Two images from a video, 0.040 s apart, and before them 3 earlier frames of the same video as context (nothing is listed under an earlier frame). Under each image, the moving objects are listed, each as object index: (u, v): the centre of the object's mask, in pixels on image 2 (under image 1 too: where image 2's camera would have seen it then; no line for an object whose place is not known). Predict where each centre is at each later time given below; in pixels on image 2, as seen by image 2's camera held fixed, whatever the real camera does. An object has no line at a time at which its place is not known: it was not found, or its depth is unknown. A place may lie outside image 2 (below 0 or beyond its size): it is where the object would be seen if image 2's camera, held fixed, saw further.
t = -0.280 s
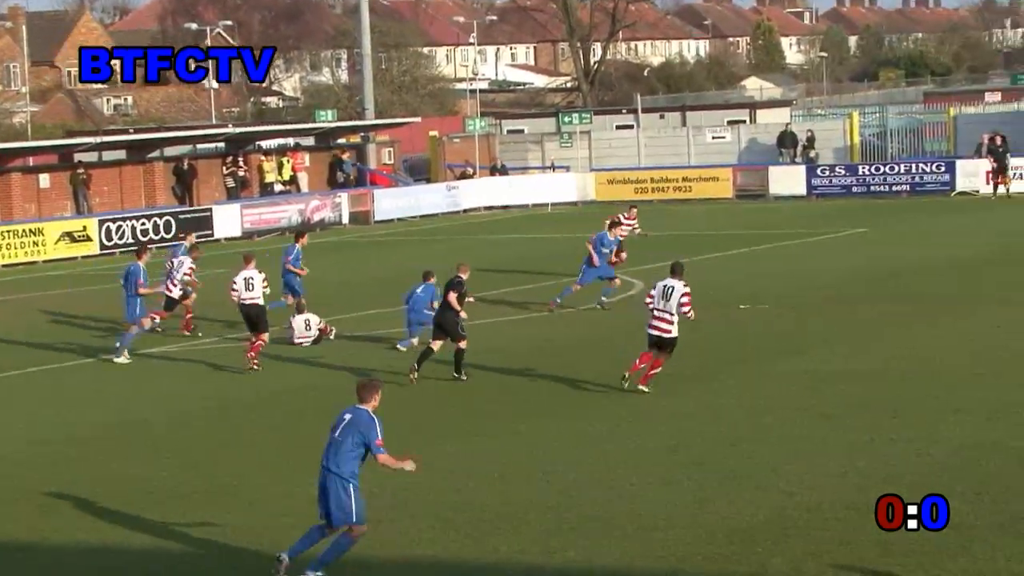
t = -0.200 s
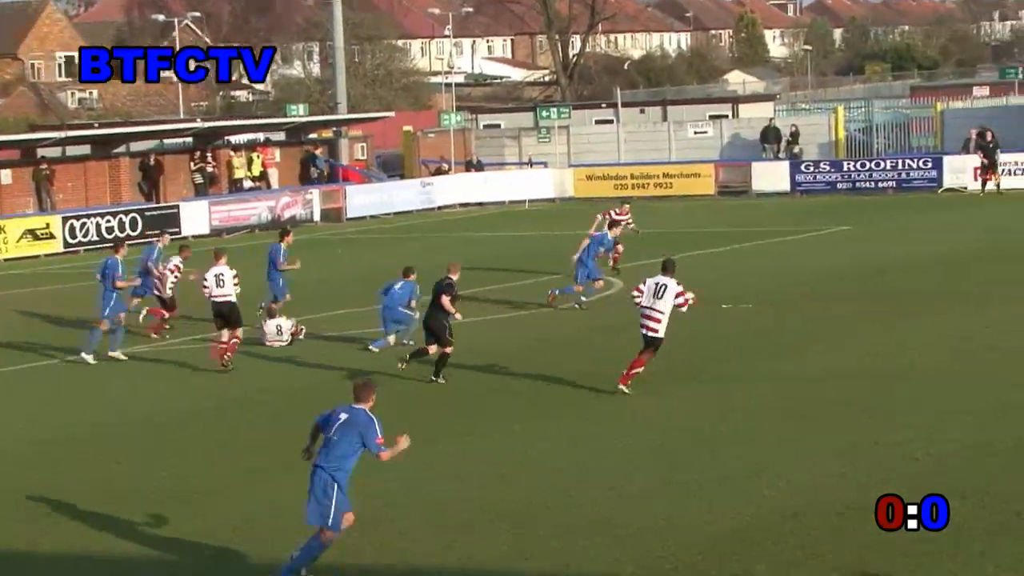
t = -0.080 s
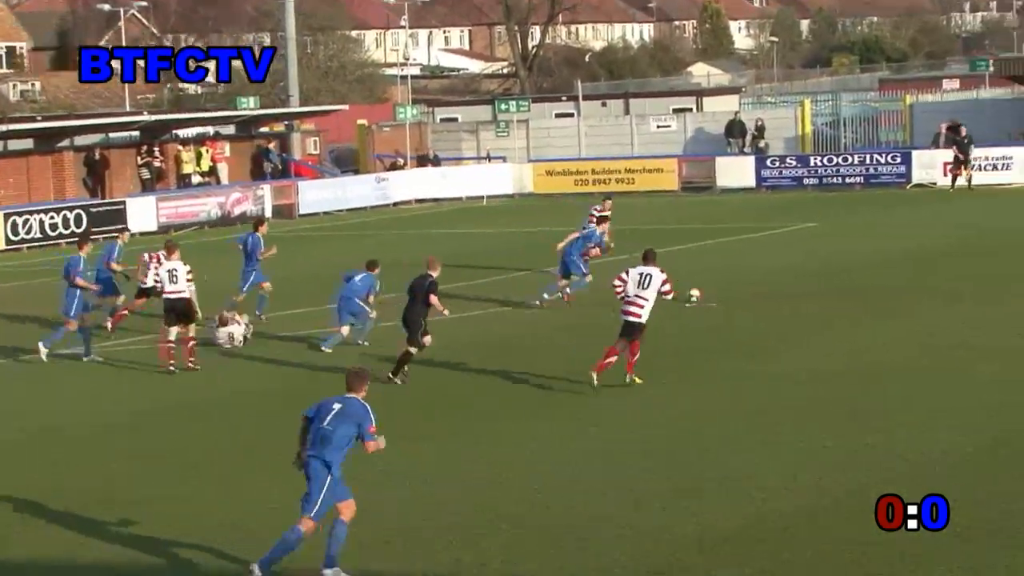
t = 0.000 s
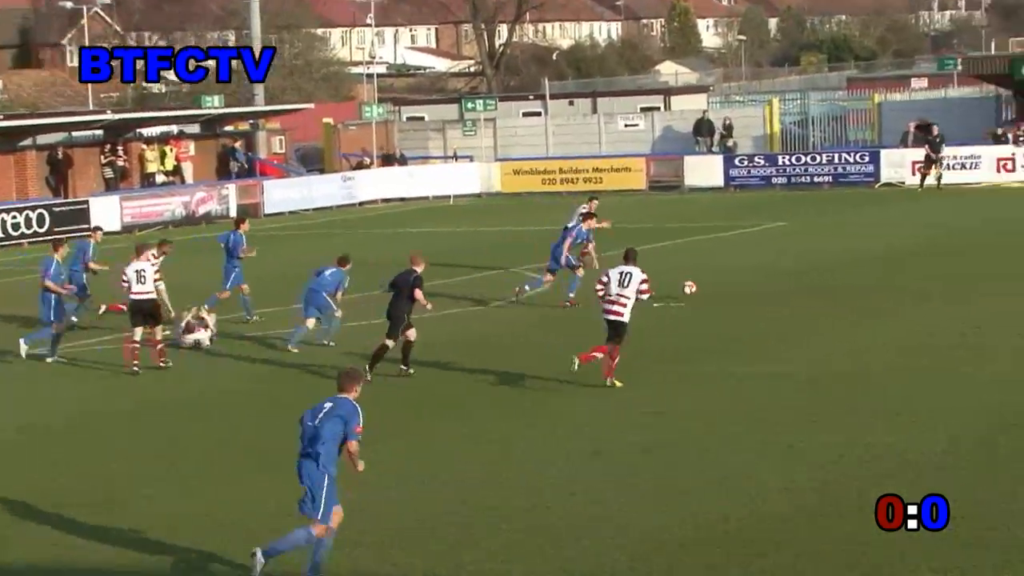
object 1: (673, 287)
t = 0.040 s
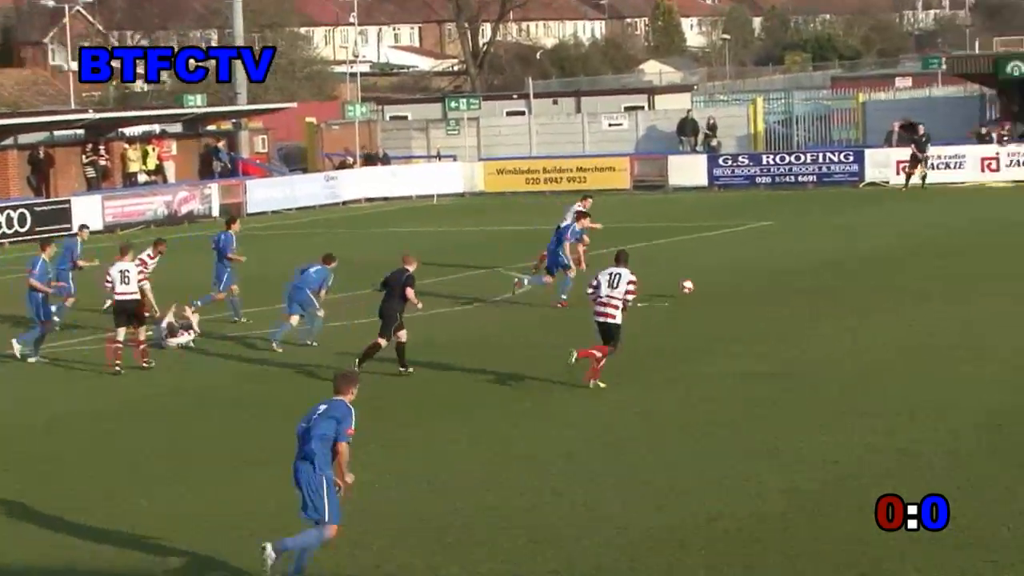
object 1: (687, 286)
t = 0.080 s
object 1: (699, 285)
